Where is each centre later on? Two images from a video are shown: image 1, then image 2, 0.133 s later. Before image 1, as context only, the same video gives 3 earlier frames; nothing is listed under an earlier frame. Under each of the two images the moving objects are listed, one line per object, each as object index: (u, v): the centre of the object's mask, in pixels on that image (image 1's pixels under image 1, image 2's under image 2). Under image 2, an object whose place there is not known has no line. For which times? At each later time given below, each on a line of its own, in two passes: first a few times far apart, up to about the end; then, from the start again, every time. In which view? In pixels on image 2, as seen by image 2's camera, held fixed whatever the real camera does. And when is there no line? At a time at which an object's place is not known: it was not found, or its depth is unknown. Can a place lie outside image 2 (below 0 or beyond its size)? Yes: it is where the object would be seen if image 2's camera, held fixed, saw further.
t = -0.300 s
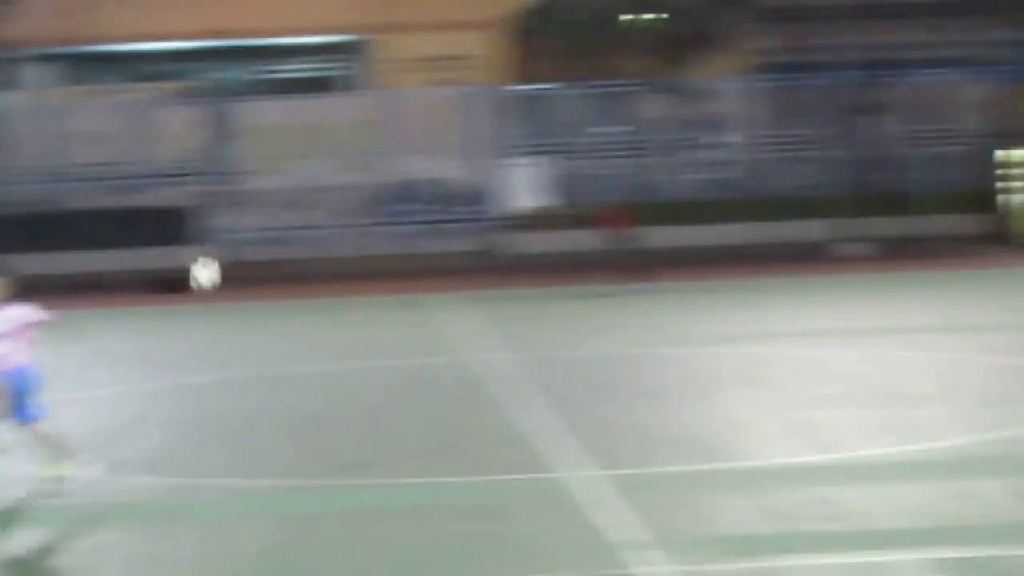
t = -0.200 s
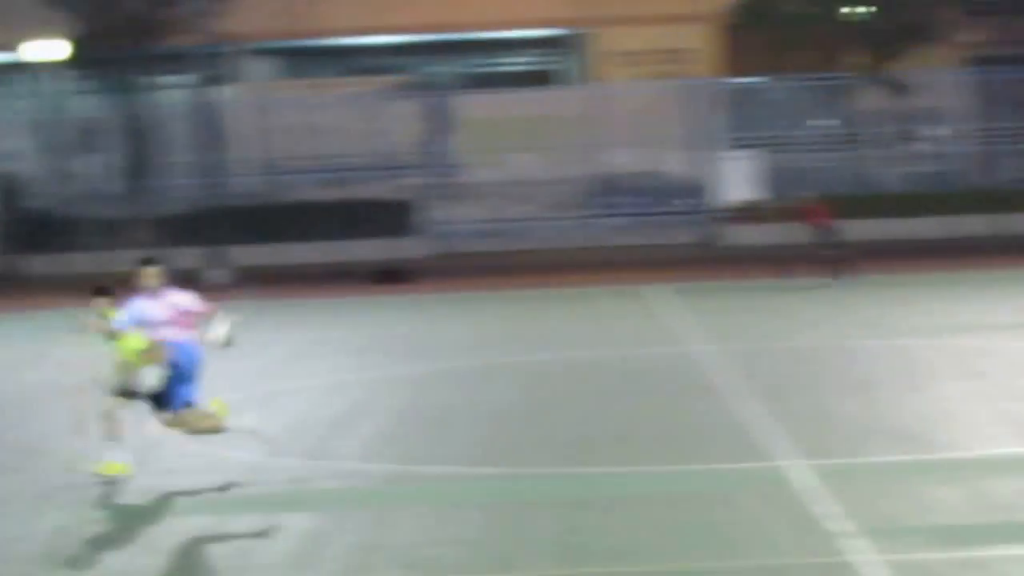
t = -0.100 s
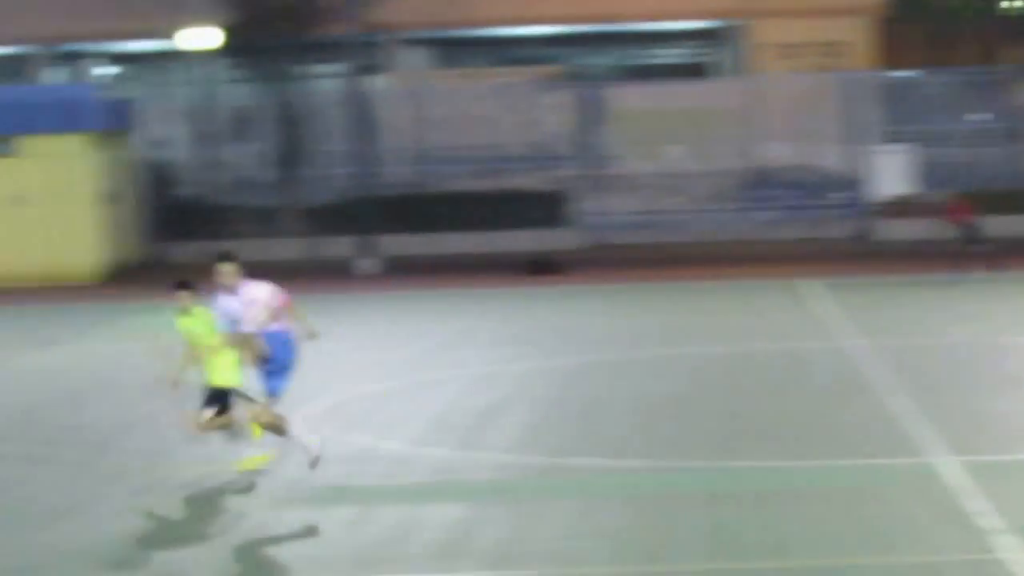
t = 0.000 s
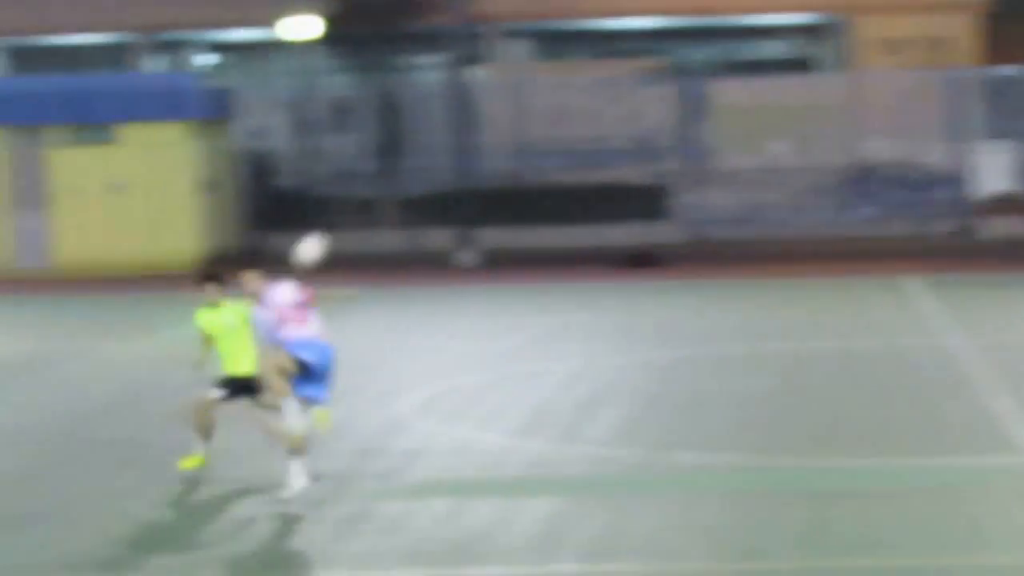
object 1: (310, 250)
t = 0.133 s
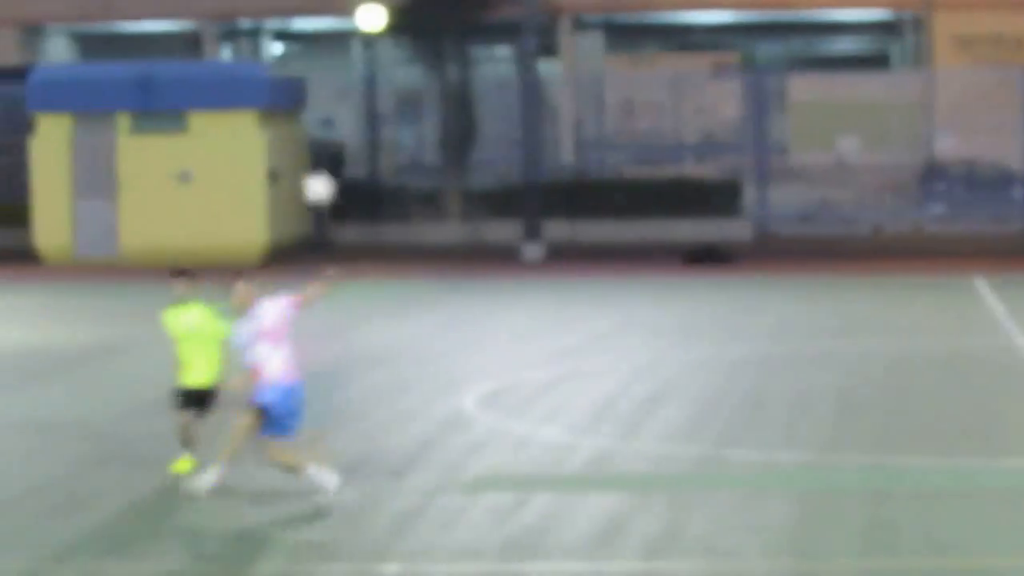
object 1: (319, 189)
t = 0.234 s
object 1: (280, 164)
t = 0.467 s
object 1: (177, 167)
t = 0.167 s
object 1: (307, 179)
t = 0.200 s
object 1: (293, 171)
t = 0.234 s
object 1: (280, 164)
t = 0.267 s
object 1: (266, 160)
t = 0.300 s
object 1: (251, 158)
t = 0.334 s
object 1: (236, 156)
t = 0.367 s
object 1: (222, 156)
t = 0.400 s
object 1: (205, 159)
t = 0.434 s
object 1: (192, 163)
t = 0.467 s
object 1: (177, 167)
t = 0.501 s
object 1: (166, 173)
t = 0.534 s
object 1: (150, 183)
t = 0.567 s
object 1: (136, 193)
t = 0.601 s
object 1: (123, 204)
